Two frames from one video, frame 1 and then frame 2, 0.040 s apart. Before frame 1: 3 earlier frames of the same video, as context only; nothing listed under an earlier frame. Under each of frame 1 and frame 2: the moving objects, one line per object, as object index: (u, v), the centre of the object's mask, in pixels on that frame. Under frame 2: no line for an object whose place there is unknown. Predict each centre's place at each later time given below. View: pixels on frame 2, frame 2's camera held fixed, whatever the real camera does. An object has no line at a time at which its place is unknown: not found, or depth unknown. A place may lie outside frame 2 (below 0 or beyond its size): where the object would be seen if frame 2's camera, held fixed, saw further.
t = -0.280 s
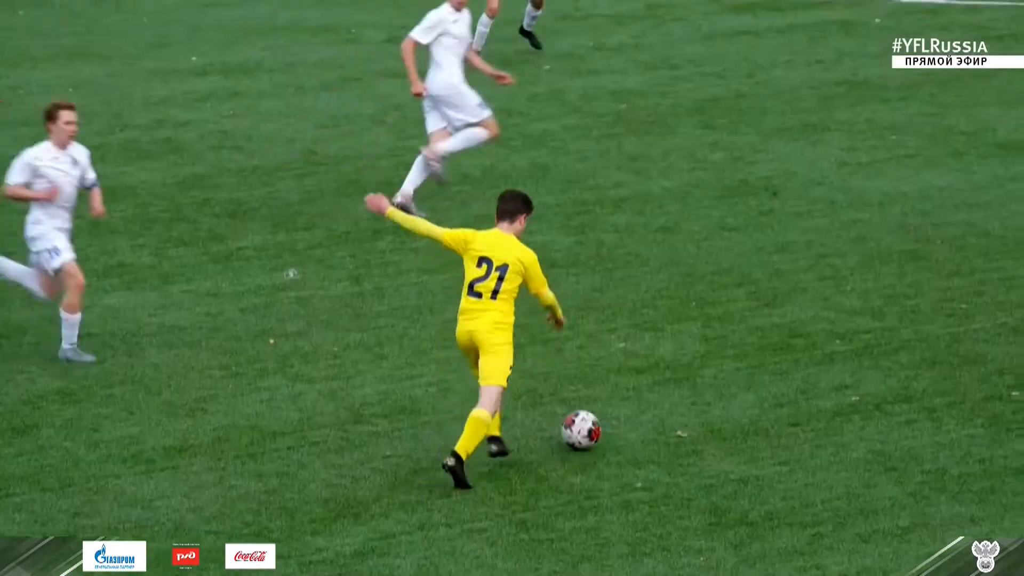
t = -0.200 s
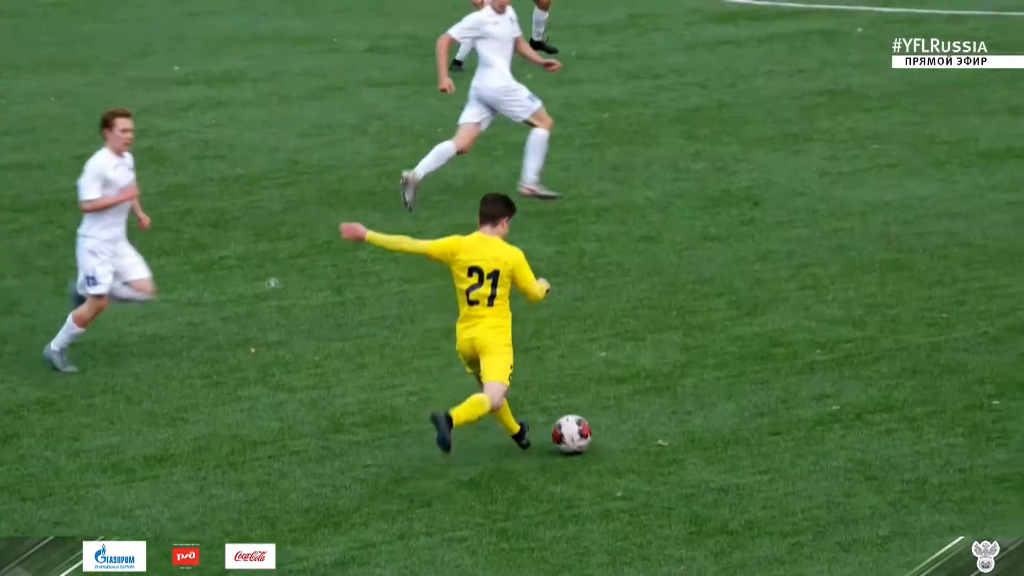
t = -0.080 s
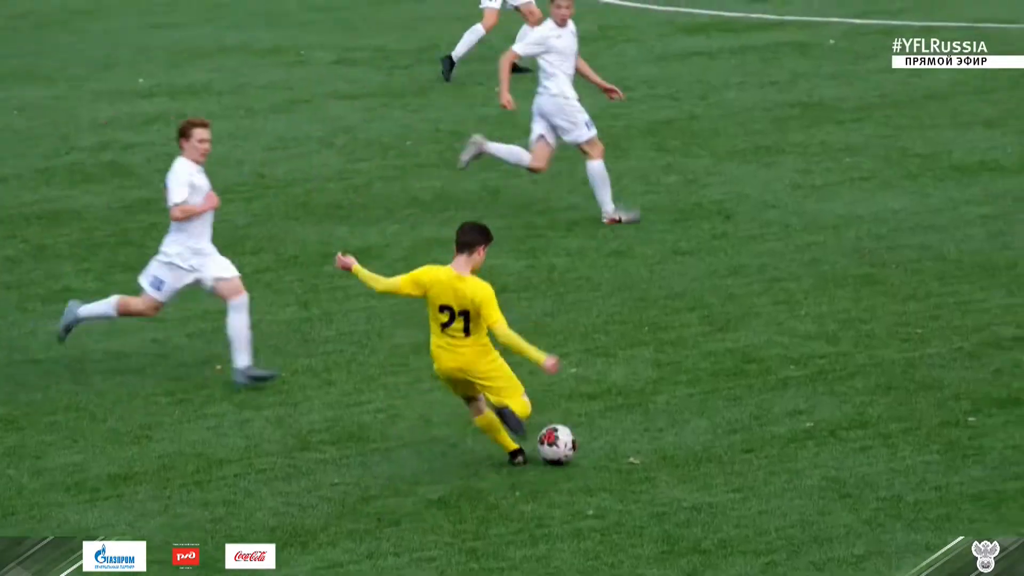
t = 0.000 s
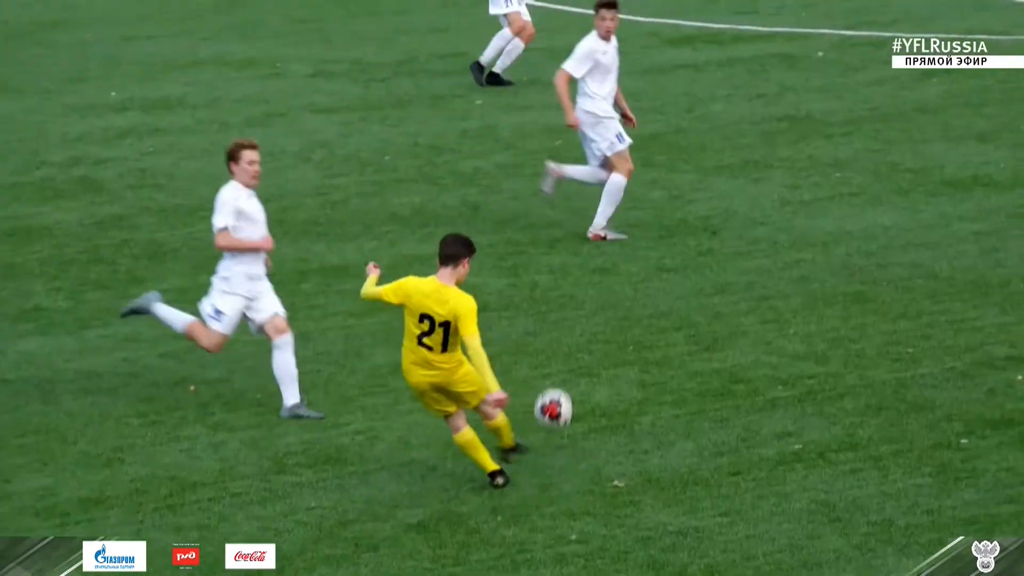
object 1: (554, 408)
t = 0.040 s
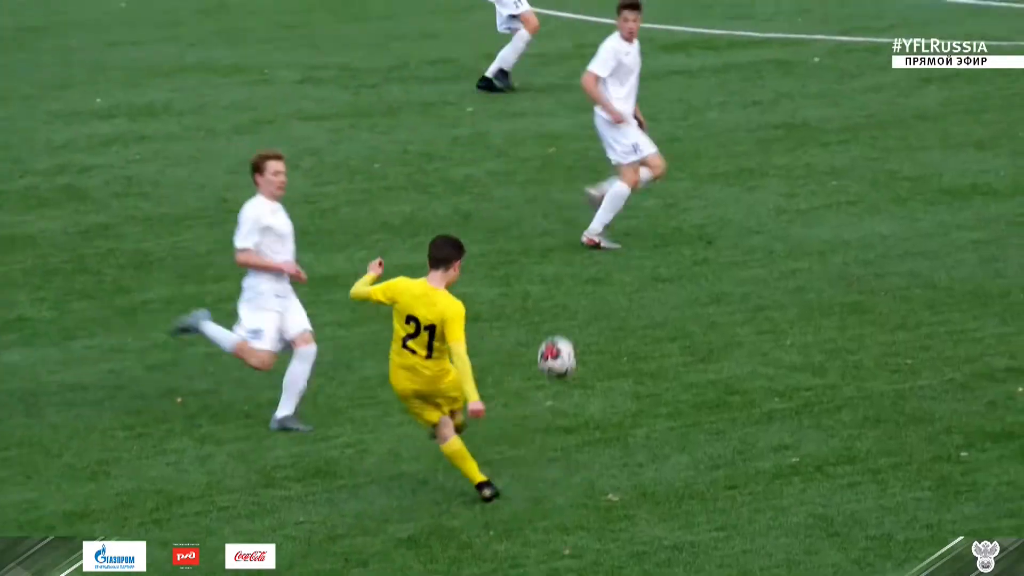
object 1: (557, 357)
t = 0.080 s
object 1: (567, 298)
